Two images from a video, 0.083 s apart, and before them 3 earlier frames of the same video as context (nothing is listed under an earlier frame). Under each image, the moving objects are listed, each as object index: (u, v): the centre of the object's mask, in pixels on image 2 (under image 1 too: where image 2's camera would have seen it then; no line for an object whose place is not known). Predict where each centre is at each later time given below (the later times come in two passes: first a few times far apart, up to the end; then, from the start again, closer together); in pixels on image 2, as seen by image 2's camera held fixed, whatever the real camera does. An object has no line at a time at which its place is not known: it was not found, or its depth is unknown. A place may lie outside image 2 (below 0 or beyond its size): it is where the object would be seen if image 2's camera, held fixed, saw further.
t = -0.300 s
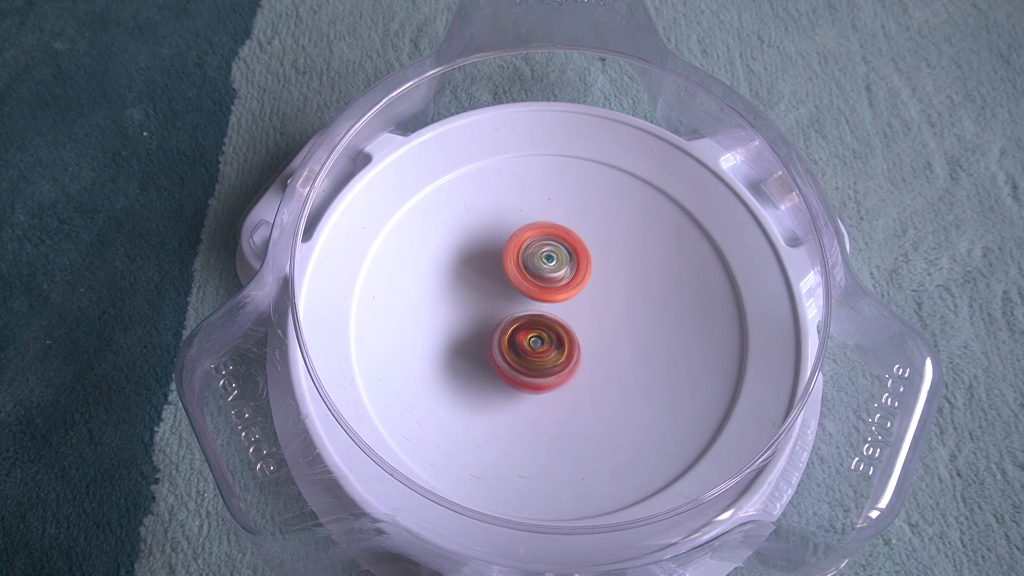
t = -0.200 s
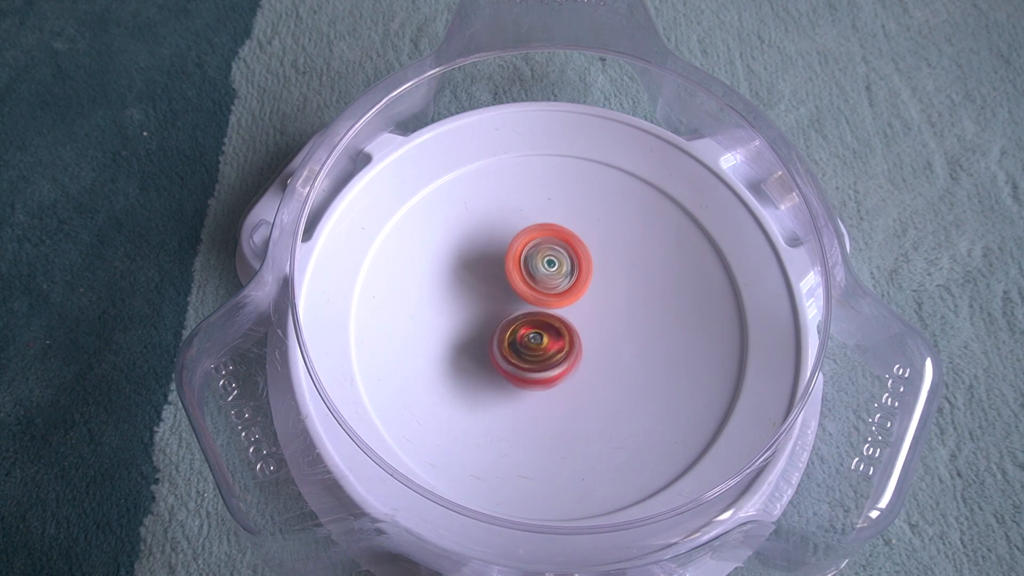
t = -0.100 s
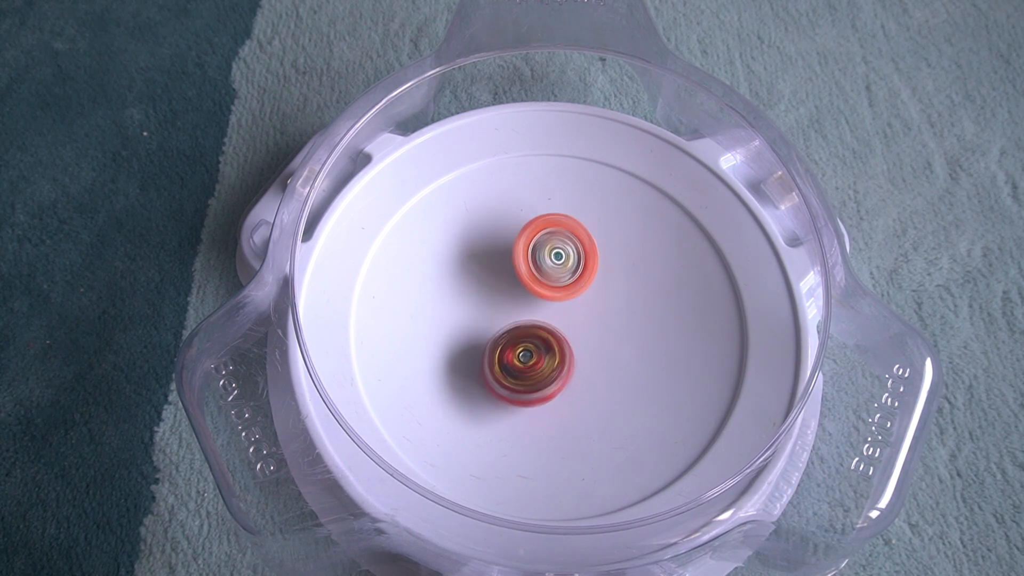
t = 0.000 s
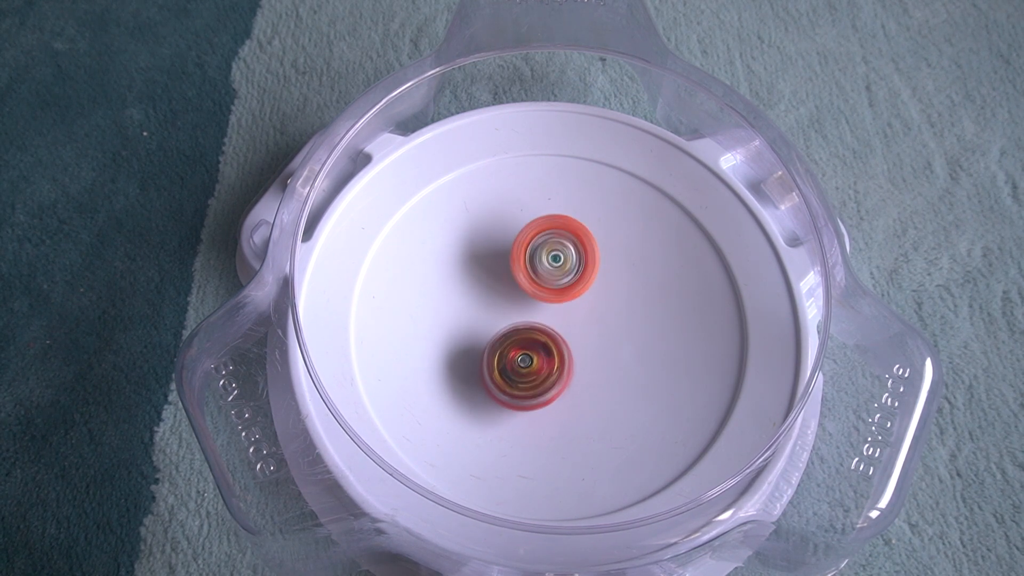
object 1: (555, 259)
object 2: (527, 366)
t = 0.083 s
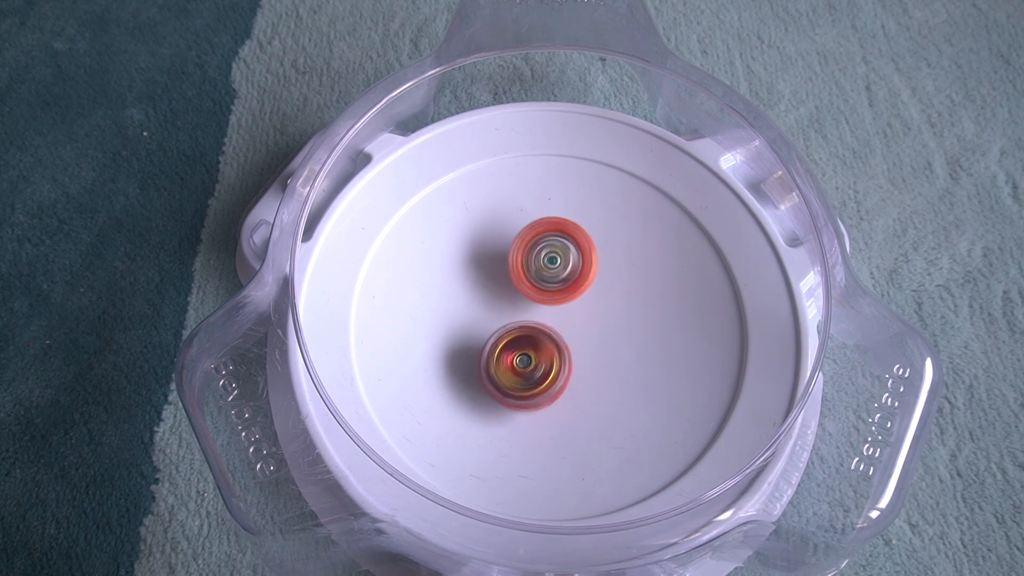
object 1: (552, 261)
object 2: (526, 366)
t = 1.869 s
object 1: (533, 255)
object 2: (568, 350)
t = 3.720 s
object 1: (483, 301)
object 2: (576, 300)
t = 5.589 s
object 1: (496, 344)
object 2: (574, 297)
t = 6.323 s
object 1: (530, 351)
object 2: (577, 293)
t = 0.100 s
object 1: (553, 261)
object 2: (526, 365)
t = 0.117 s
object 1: (552, 263)
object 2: (526, 365)
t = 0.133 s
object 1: (552, 264)
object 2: (525, 364)
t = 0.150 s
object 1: (552, 264)
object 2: (526, 364)
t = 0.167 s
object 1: (553, 266)
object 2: (526, 363)
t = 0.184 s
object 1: (553, 267)
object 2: (526, 363)
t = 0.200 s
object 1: (553, 269)
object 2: (526, 362)
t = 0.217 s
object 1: (554, 271)
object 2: (526, 362)
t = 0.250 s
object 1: (556, 276)
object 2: (526, 361)
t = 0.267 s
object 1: (555, 278)
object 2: (526, 361)
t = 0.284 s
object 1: (556, 277)
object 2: (525, 365)
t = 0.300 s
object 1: (560, 269)
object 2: (522, 375)
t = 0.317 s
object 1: (563, 263)
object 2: (516, 385)
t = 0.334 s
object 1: (565, 255)
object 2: (512, 395)
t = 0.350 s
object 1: (568, 250)
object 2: (507, 403)
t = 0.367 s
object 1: (570, 246)
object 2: (503, 410)
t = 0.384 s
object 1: (572, 243)
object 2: (498, 415)
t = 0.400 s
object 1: (574, 242)
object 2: (493, 420)
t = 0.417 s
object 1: (575, 241)
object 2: (489, 423)
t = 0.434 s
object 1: (576, 241)
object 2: (484, 426)
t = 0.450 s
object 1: (577, 242)
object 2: (481, 427)
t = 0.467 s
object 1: (577, 243)
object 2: (477, 428)
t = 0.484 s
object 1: (576, 245)
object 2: (475, 428)
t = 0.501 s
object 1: (574, 246)
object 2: (475, 428)
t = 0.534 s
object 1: (572, 247)
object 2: (475, 426)
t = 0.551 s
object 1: (571, 248)
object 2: (476, 424)
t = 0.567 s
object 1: (569, 248)
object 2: (477, 423)
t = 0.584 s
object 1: (568, 248)
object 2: (479, 421)
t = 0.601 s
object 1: (568, 248)
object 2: (481, 418)
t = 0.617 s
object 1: (567, 248)
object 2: (483, 416)
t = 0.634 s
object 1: (566, 248)
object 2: (485, 412)
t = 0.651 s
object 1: (566, 247)
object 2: (486, 409)
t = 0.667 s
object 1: (566, 247)
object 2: (489, 406)
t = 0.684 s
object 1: (566, 247)
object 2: (490, 401)
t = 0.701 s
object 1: (565, 247)
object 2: (492, 398)
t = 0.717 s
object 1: (565, 247)
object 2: (494, 393)
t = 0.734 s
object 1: (565, 247)
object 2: (496, 388)
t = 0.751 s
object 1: (565, 247)
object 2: (499, 384)
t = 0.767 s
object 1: (564, 247)
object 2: (501, 379)
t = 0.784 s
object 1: (564, 247)
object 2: (503, 375)
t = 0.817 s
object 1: (563, 247)
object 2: (508, 367)
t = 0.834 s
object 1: (563, 247)
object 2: (510, 362)
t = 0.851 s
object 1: (563, 247)
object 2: (513, 359)
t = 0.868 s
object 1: (563, 247)
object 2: (517, 355)
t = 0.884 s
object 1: (563, 247)
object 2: (521, 352)
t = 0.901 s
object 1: (563, 247)
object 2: (526, 349)
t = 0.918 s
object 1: (562, 247)
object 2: (530, 345)
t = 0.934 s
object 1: (562, 247)
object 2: (533, 342)
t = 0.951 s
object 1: (562, 247)
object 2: (538, 338)
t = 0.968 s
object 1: (562, 247)
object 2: (542, 335)
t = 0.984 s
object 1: (561, 248)
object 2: (548, 331)
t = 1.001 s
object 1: (561, 248)
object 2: (552, 329)
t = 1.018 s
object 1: (561, 246)
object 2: (556, 328)
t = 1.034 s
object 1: (560, 244)
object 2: (559, 328)
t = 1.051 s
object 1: (561, 244)
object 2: (562, 326)
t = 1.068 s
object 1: (562, 244)
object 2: (565, 325)
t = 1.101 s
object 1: (564, 240)
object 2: (569, 330)
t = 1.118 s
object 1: (565, 237)
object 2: (571, 334)
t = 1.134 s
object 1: (567, 236)
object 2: (571, 336)
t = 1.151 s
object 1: (568, 236)
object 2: (572, 339)
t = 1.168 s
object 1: (568, 237)
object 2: (571, 339)
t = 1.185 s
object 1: (568, 238)
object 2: (572, 339)
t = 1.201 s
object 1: (567, 239)
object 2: (571, 339)
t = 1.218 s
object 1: (565, 240)
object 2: (570, 340)
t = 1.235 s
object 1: (563, 241)
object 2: (570, 340)
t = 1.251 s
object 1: (562, 242)
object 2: (569, 340)
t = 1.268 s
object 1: (560, 243)
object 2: (570, 340)
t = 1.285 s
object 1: (558, 244)
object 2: (569, 340)
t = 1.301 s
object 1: (556, 245)
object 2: (569, 340)
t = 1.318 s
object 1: (554, 245)
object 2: (569, 340)
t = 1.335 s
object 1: (553, 246)
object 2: (568, 340)
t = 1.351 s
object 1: (551, 246)
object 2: (569, 340)
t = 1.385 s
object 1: (548, 246)
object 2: (568, 340)
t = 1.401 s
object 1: (548, 247)
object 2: (568, 339)
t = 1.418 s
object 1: (548, 248)
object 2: (568, 339)
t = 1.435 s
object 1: (548, 249)
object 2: (568, 339)
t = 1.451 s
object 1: (547, 250)
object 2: (567, 338)
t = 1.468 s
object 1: (546, 251)
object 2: (568, 337)
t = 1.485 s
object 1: (546, 253)
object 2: (567, 336)
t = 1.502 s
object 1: (544, 255)
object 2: (568, 336)
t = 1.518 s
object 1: (543, 254)
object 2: (569, 339)
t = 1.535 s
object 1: (542, 253)
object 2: (570, 342)
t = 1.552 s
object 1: (541, 253)
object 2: (570, 347)
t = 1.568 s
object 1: (540, 253)
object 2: (572, 349)
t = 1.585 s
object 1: (539, 253)
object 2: (573, 351)
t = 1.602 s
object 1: (538, 254)
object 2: (575, 354)
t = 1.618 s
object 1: (538, 254)
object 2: (575, 355)
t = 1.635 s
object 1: (537, 255)
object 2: (575, 357)
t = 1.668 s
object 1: (536, 256)
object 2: (576, 358)
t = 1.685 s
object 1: (536, 256)
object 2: (577, 358)
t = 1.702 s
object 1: (535, 256)
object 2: (576, 358)
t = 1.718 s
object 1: (535, 256)
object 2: (575, 357)
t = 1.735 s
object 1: (535, 256)
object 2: (575, 357)
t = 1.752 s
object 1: (535, 257)
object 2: (574, 355)
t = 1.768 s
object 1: (535, 257)
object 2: (574, 354)
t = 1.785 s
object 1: (535, 258)
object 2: (573, 352)
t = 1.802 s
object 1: (535, 259)
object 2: (570, 350)
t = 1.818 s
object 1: (535, 259)
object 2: (569, 349)
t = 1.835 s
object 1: (535, 261)
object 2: (567, 346)
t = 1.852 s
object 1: (535, 260)
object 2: (567, 346)
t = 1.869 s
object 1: (533, 255)
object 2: (568, 350)
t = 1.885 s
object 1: (532, 251)
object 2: (570, 353)
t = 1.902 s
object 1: (531, 249)
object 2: (571, 356)
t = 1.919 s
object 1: (531, 247)
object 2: (574, 358)
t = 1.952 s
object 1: (532, 245)
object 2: (576, 358)
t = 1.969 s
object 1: (532, 244)
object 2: (577, 359)
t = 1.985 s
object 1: (532, 244)
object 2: (578, 359)
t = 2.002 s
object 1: (531, 244)
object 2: (578, 359)
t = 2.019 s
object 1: (531, 245)
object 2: (578, 359)
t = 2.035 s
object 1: (531, 246)
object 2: (578, 359)
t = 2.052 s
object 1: (531, 247)
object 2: (578, 358)
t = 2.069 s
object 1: (530, 248)
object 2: (578, 358)
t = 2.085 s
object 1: (530, 248)
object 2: (578, 357)
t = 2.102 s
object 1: (529, 249)
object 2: (578, 357)
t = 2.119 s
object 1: (530, 249)
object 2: (578, 357)
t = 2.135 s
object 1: (531, 249)
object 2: (578, 356)
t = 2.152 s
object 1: (531, 250)
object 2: (578, 356)
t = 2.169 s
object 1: (531, 252)
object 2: (579, 356)
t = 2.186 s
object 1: (532, 254)
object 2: (579, 356)
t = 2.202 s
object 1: (532, 255)
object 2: (579, 356)
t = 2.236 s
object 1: (532, 259)
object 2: (580, 354)
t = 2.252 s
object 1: (532, 261)
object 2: (580, 354)
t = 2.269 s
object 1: (532, 263)
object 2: (580, 353)
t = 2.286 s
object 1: (532, 265)
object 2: (580, 353)
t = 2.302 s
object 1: (531, 267)
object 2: (581, 353)
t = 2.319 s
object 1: (530, 269)
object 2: (581, 351)
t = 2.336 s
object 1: (530, 271)
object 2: (580, 349)
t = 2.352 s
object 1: (529, 273)
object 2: (580, 349)
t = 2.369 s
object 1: (528, 274)
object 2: (579, 347)
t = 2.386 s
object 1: (526, 276)
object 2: (578, 346)
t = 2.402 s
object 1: (526, 277)
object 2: (577, 346)
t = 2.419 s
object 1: (524, 278)
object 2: (577, 345)
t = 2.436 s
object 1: (523, 279)
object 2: (576, 345)
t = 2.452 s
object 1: (520, 279)
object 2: (576, 345)
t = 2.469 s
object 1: (519, 280)
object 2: (576, 344)
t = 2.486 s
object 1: (517, 280)
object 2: (575, 344)
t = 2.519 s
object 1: (516, 281)
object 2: (573, 343)
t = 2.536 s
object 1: (513, 281)
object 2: (572, 343)
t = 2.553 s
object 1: (508, 280)
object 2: (576, 345)
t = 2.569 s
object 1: (504, 279)
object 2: (578, 346)
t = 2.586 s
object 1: (500, 278)
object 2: (578, 347)
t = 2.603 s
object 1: (497, 277)
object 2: (579, 347)
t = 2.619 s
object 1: (494, 277)
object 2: (580, 347)
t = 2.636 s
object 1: (492, 276)
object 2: (579, 345)
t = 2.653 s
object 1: (490, 275)
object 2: (579, 345)
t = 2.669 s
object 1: (489, 275)
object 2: (580, 345)
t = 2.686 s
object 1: (488, 274)
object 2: (579, 345)
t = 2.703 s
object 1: (487, 274)
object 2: (578, 345)
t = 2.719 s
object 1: (486, 274)
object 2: (579, 345)
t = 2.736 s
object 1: (486, 274)
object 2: (578, 344)
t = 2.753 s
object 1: (487, 274)
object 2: (578, 343)
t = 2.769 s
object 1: (487, 274)
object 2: (579, 344)
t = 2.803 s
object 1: (487, 274)
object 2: (579, 342)
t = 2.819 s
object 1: (487, 274)
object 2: (578, 342)
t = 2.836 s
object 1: (487, 274)
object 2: (578, 341)
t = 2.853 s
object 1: (488, 273)
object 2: (578, 340)
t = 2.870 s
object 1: (489, 273)
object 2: (578, 339)
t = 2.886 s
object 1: (489, 274)
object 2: (579, 337)
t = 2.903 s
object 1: (490, 273)
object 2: (578, 336)
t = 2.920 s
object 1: (491, 273)
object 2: (577, 335)
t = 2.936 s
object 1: (492, 274)
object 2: (577, 334)
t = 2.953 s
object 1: (494, 274)
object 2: (576, 332)
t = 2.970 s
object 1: (495, 275)
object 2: (575, 331)
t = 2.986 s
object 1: (497, 276)
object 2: (575, 329)
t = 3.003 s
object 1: (498, 277)
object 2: (575, 327)
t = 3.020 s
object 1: (499, 279)
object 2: (574, 324)
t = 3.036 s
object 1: (498, 279)
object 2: (574, 323)
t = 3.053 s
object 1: (498, 278)
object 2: (574, 322)
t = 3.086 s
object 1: (499, 280)
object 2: (575, 320)
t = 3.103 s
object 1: (500, 281)
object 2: (575, 318)
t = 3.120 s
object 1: (500, 282)
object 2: (576, 318)
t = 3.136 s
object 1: (499, 283)
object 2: (576, 317)
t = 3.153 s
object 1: (499, 284)
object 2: (577, 317)
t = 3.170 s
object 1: (498, 285)
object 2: (578, 318)
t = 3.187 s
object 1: (497, 285)
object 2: (579, 318)
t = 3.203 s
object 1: (498, 286)
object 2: (579, 318)
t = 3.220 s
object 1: (498, 288)
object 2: (579, 318)
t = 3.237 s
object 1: (498, 289)
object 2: (580, 318)
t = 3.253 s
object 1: (498, 292)
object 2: (580, 317)
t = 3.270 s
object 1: (498, 294)
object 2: (581, 317)
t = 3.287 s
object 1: (497, 295)
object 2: (581, 316)
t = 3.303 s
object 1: (496, 297)
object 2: (580, 316)
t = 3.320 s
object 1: (495, 298)
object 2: (579, 315)
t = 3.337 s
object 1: (494, 299)
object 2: (578, 315)
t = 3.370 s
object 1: (492, 301)
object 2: (577, 313)
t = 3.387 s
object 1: (492, 302)
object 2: (576, 311)
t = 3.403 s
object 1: (492, 303)
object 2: (576, 310)
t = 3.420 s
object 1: (491, 303)
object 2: (575, 308)
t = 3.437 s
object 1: (489, 303)
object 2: (575, 307)
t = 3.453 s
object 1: (487, 303)
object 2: (574, 305)
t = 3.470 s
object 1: (486, 302)
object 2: (574, 305)
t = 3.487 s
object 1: (486, 302)
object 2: (574, 305)
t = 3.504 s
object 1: (487, 302)
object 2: (574, 304)
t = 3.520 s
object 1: (487, 302)
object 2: (574, 302)
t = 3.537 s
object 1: (487, 303)
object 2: (574, 301)
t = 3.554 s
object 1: (486, 303)
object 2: (576, 300)
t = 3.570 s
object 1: (483, 303)
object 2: (577, 300)
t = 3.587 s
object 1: (482, 302)
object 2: (578, 299)
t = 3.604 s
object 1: (481, 301)
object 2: (578, 299)
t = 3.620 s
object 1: (481, 300)
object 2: (578, 300)
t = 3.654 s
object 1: (482, 299)
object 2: (578, 301)
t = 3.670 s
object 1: (482, 300)
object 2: (578, 301)
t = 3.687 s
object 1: (483, 300)
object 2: (578, 301)
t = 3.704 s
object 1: (483, 300)
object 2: (577, 300)
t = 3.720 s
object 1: (483, 301)
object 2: (576, 300)
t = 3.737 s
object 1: (483, 301)
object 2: (575, 299)
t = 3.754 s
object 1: (484, 301)
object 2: (574, 299)
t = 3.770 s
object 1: (484, 300)
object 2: (573, 299)
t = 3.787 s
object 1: (483, 299)
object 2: (574, 298)
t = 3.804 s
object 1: (483, 298)
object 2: (575, 298)
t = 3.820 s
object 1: (483, 297)
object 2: (575, 298)
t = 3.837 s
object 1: (484, 297)
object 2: (576, 298)
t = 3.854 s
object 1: (485, 298)
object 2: (576, 299)
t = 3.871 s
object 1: (485, 300)
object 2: (577, 299)
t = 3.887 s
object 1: (485, 301)
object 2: (577, 298)
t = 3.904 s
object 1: (486, 303)
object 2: (577, 298)
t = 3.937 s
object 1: (486, 305)
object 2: (576, 299)
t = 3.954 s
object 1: (487, 306)
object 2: (575, 299)
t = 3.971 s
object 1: (487, 307)
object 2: (574, 299)
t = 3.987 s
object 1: (487, 308)
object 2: (575, 298)
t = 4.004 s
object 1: (486, 309)
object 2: (575, 297)
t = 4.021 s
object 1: (486, 309)
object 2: (576, 297)
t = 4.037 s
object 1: (486, 310)
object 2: (576, 298)
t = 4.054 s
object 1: (486, 310)
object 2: (577, 297)
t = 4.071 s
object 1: (486, 310)
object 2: (577, 297)
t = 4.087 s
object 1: (487, 311)
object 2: (577, 298)
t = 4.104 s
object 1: (488, 311)
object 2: (577, 299)
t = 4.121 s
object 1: (489, 312)
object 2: (576, 299)
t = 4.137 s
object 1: (489, 313)
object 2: (576, 299)
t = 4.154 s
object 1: (487, 315)
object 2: (576, 299)
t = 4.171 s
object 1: (486, 315)
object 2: (575, 299)
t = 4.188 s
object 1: (485, 315)
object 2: (575, 300)
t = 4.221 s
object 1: (485, 316)
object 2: (575, 300)
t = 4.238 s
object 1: (485, 316)
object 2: (575, 300)
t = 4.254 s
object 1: (485, 317)
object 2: (575, 301)
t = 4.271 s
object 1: (486, 318)
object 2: (576, 302)
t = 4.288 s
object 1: (486, 318)
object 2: (577, 303)
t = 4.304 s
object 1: (486, 319)
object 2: (577, 304)
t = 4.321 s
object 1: (486, 319)
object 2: (575, 304)
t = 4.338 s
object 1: (486, 320)
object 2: (574, 305)
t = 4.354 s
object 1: (485, 320)
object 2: (573, 308)
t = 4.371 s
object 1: (485, 320)
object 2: (573, 308)
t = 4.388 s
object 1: (485, 321)
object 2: (572, 308)
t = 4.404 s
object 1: (481, 320)
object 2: (577, 308)
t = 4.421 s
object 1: (474, 320)
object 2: (584, 308)
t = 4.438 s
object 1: (468, 322)
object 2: (592, 308)
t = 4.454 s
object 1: (463, 322)
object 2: (600, 308)
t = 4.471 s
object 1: (460, 321)
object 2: (606, 310)
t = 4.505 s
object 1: (457, 318)
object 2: (615, 311)
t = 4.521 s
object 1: (458, 318)
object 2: (618, 312)
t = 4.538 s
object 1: (460, 318)
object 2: (622, 312)
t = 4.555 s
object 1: (463, 319)
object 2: (625, 313)
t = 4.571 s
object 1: (466, 322)
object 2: (627, 313)
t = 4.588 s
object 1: (469, 324)
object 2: (628, 314)
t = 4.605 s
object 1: (470, 327)
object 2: (628, 314)
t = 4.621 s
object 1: (472, 328)
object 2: (628, 313)
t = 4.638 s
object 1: (474, 329)
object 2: (627, 314)
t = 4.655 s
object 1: (477, 329)
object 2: (626, 314)
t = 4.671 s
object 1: (480, 329)
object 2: (625, 314)
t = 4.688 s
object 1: (482, 330)
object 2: (622, 314)
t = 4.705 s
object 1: (485, 332)
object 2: (619, 314)
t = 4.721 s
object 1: (487, 332)
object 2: (616, 314)
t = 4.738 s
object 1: (489, 334)
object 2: (613, 316)
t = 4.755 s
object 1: (492, 335)
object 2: (611, 318)
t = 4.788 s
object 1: (496, 340)
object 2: (606, 321)
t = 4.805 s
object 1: (497, 342)
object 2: (605, 322)
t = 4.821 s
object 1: (498, 344)
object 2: (603, 322)
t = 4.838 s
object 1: (499, 347)
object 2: (601, 323)
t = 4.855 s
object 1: (500, 348)
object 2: (599, 322)
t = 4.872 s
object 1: (501, 350)
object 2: (598, 322)
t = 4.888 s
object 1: (502, 351)
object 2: (596, 321)
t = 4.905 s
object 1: (504, 353)
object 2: (595, 322)
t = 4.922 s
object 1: (504, 355)
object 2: (595, 323)
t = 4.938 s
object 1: (505, 357)
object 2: (594, 324)
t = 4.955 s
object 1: (504, 358)
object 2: (593, 325)
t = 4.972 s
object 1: (504, 358)
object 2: (592, 326)
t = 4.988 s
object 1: (504, 358)
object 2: (590, 326)
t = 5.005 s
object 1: (504, 357)
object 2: (589, 327)
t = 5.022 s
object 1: (501, 358)
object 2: (591, 326)
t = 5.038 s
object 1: (495, 360)
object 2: (595, 325)
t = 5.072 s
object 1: (487, 363)
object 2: (600, 322)
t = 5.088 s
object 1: (483, 364)
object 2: (602, 321)
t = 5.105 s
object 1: (479, 364)
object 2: (602, 320)
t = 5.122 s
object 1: (477, 364)
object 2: (602, 320)
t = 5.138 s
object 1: (475, 364)
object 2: (601, 320)
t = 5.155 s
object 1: (474, 363)
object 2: (600, 320)
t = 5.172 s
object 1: (473, 363)
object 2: (598, 320)
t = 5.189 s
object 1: (473, 362)
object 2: (597, 320)
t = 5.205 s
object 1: (473, 362)
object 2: (596, 321)
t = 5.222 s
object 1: (474, 362)
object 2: (596, 320)
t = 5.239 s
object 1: (476, 362)
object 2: (595, 320)
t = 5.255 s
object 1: (476, 362)
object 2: (594, 319)
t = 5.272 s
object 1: (477, 361)
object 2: (592, 318)
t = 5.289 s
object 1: (477, 361)
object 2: (590, 318)
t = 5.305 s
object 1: (478, 361)
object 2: (587, 317)
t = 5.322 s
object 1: (480, 360)
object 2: (585, 316)
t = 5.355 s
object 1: (483, 358)
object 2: (581, 314)
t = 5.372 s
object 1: (485, 356)
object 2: (578, 313)
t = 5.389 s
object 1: (487, 354)
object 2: (576, 312)
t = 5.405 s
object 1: (490, 352)
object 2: (573, 311)
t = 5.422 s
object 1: (492, 350)
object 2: (571, 310)
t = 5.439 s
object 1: (495, 348)
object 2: (570, 309)
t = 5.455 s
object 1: (498, 346)
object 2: (570, 309)
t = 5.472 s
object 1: (499, 346)
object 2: (570, 308)
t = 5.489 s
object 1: (498, 347)
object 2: (571, 307)
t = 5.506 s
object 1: (497, 348)
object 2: (572, 306)
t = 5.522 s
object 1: (496, 347)
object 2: (573, 304)
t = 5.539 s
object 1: (497, 346)
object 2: (574, 302)
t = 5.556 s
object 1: (497, 345)
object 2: (574, 300)
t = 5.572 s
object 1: (496, 345)
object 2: (574, 299)
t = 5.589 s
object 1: (496, 344)
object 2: (574, 297)
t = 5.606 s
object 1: (496, 344)
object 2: (574, 296)
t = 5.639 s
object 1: (495, 342)
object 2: (573, 295)
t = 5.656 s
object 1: (494, 341)
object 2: (572, 295)
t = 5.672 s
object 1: (495, 340)
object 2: (572, 294)
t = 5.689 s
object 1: (496, 339)
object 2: (572, 295)
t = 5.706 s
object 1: (498, 337)
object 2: (572, 295)
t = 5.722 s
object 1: (499, 337)
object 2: (573, 295)
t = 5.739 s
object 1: (500, 337)
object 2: (575, 294)
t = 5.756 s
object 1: (501, 336)
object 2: (576, 293)
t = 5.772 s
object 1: (502, 335)
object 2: (578, 292)
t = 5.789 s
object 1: (503, 335)
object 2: (579, 291)
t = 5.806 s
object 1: (504, 336)
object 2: (580, 291)
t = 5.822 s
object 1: (504, 337)
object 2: (580, 291)
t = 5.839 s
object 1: (505, 337)
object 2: (579, 290)
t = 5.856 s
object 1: (505, 338)
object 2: (579, 291)
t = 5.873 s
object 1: (506, 338)
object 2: (578, 291)
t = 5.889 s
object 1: (506, 338)
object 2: (577, 291)
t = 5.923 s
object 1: (507, 338)
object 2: (575, 290)
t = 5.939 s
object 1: (507, 339)
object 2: (576, 288)
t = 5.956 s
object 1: (507, 340)
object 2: (577, 287)
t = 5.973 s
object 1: (506, 341)
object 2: (578, 287)
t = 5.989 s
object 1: (506, 341)
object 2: (579, 287)
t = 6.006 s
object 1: (507, 341)
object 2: (579, 287)
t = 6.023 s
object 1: (508, 341)
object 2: (579, 287)
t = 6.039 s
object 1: (509, 341)
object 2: (579, 287)
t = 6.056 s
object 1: (511, 341)
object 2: (579, 287)
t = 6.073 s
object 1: (513, 342)
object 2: (578, 288)
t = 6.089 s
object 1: (515, 342)
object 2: (577, 288)
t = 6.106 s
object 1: (517, 343)
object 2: (577, 289)
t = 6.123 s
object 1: (519, 345)
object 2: (576, 289)
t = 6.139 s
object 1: (521, 346)
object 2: (576, 290)
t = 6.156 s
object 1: (523, 347)
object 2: (577, 290)
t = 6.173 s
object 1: (525, 349)
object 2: (577, 291)
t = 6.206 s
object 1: (529, 350)
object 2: (578, 292)
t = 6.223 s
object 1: (530, 351)
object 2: (578, 293)
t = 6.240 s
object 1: (531, 351)
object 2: (578, 293)
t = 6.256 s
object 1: (531, 351)
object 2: (578, 293)
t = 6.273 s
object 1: (531, 351)
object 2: (578, 293)
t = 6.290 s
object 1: (531, 351)
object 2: (577, 293)
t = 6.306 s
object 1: (531, 351)
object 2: (577, 293)
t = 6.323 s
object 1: (530, 351)
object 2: (577, 293)
